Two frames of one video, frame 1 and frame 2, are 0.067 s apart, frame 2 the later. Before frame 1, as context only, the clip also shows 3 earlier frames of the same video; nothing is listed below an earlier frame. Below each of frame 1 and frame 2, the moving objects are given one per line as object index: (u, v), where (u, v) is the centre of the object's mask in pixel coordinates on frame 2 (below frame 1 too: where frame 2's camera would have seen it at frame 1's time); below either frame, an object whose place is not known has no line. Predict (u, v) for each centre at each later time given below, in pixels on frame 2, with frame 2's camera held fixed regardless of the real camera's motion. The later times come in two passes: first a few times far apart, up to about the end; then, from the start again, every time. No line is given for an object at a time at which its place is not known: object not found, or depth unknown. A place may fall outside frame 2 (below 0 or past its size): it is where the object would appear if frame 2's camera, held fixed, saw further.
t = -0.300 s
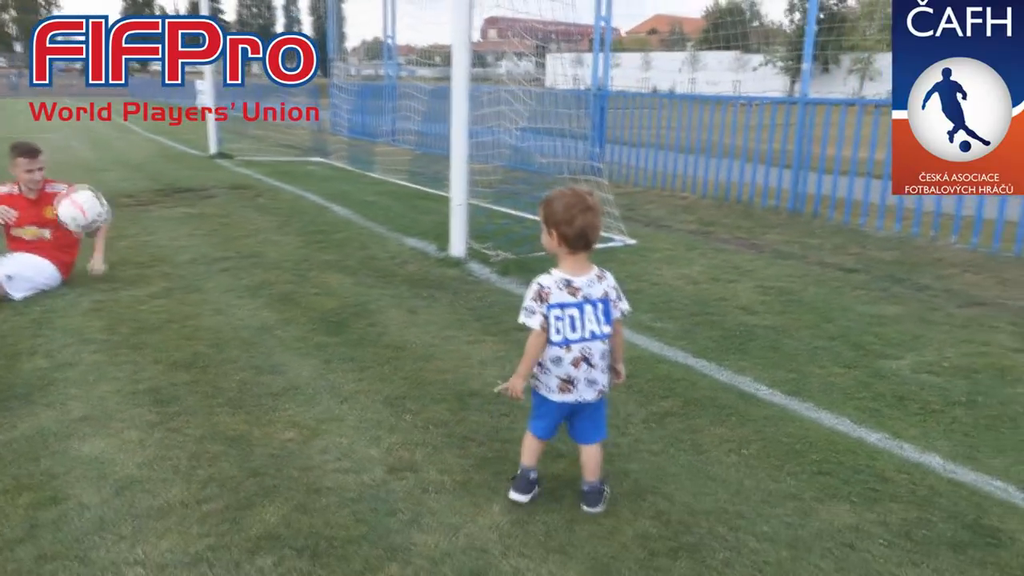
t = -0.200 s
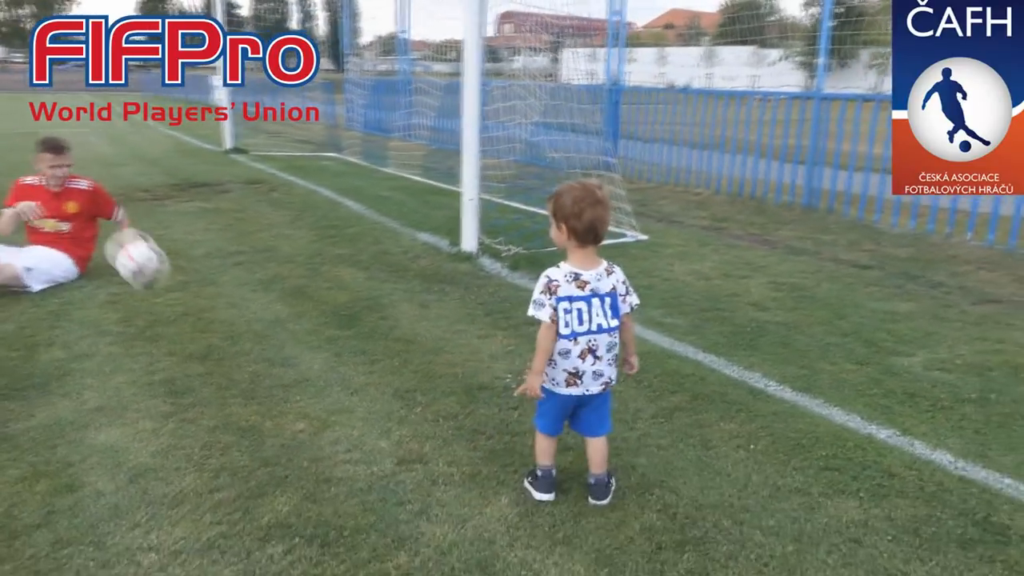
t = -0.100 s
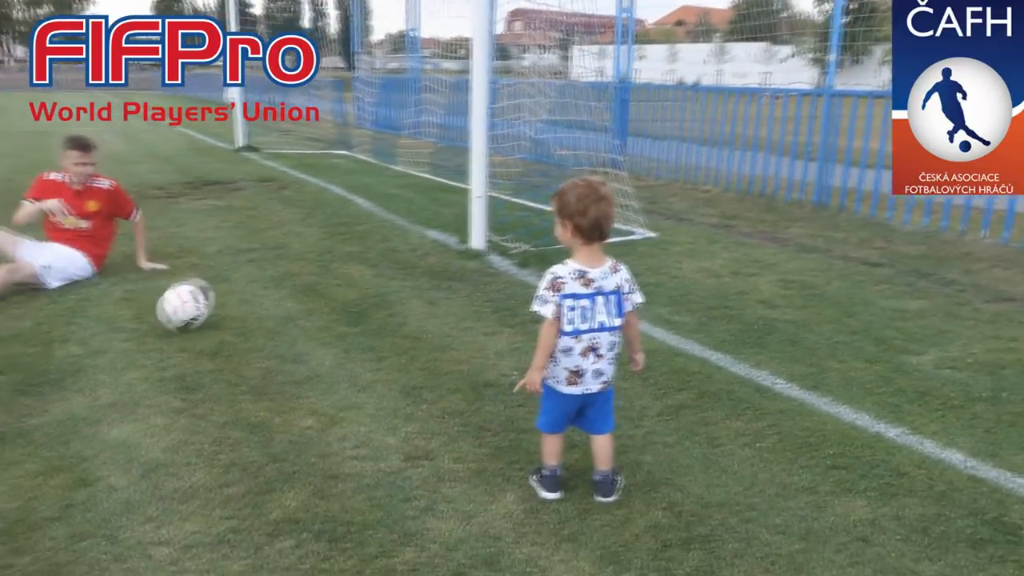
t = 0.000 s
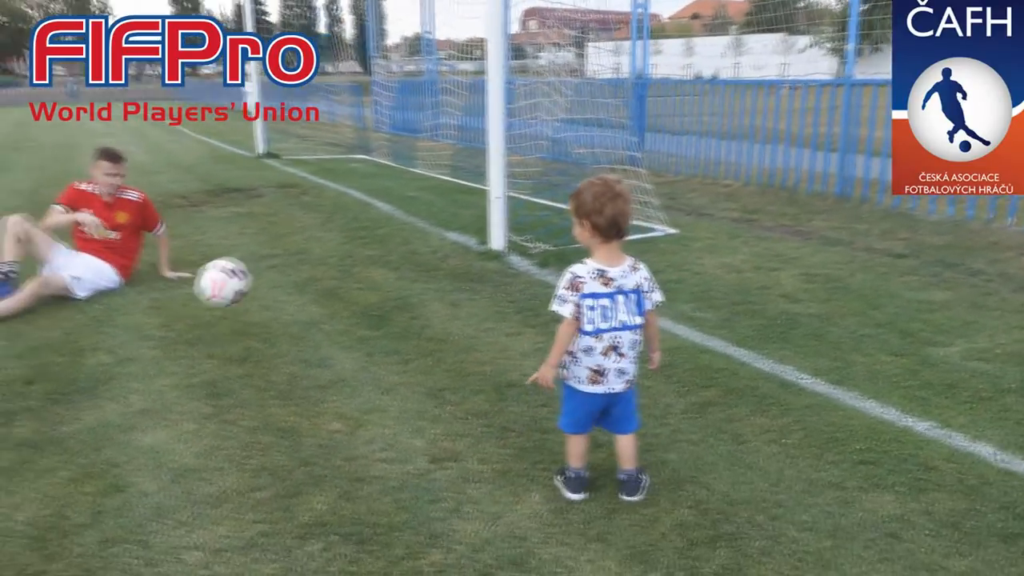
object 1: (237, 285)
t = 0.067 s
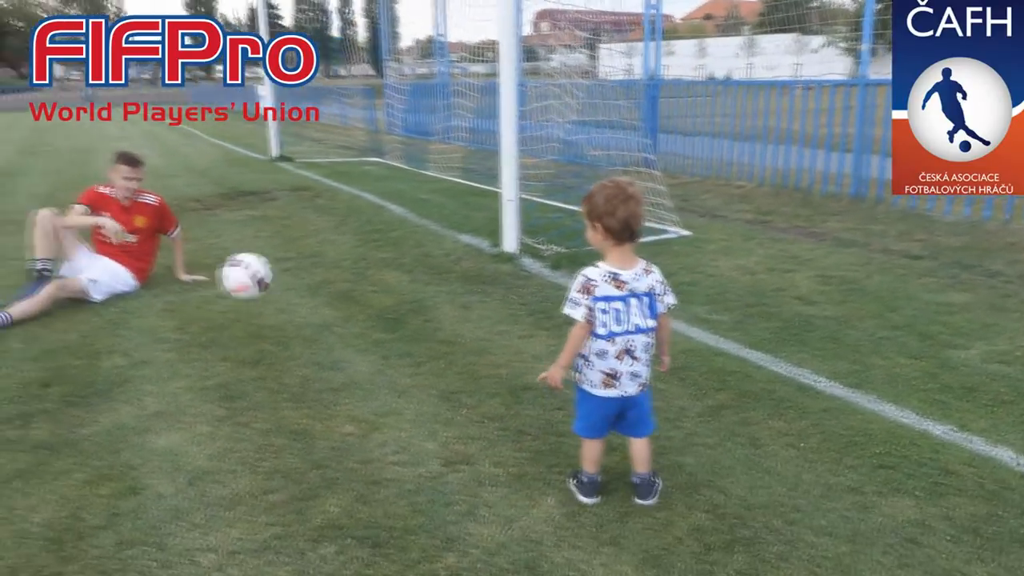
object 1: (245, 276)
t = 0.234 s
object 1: (274, 292)
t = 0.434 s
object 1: (314, 330)
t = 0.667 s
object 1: (357, 344)
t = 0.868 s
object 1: (394, 352)
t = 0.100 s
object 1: (250, 274)
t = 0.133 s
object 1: (257, 275)
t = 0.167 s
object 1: (261, 277)
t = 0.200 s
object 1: (267, 283)
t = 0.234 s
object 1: (274, 292)
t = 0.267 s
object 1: (279, 300)
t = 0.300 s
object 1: (286, 314)
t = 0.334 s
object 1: (296, 333)
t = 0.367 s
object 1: (301, 337)
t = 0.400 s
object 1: (308, 333)
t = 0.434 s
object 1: (314, 330)
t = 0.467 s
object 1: (318, 329)
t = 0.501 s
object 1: (326, 331)
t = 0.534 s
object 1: (333, 337)
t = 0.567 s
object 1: (337, 342)
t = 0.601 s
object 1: (345, 346)
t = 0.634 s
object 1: (352, 344)
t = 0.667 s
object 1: (357, 344)
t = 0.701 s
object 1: (363, 346)
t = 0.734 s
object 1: (371, 349)
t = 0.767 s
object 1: (375, 349)
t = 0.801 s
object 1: (382, 350)
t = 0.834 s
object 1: (389, 351)
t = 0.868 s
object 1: (394, 352)
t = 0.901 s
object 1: (401, 353)
